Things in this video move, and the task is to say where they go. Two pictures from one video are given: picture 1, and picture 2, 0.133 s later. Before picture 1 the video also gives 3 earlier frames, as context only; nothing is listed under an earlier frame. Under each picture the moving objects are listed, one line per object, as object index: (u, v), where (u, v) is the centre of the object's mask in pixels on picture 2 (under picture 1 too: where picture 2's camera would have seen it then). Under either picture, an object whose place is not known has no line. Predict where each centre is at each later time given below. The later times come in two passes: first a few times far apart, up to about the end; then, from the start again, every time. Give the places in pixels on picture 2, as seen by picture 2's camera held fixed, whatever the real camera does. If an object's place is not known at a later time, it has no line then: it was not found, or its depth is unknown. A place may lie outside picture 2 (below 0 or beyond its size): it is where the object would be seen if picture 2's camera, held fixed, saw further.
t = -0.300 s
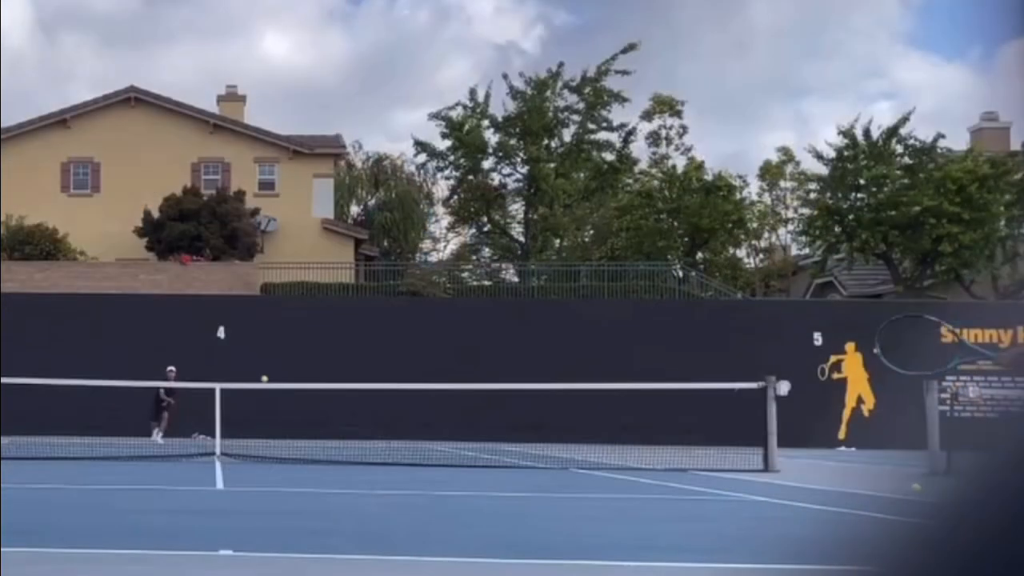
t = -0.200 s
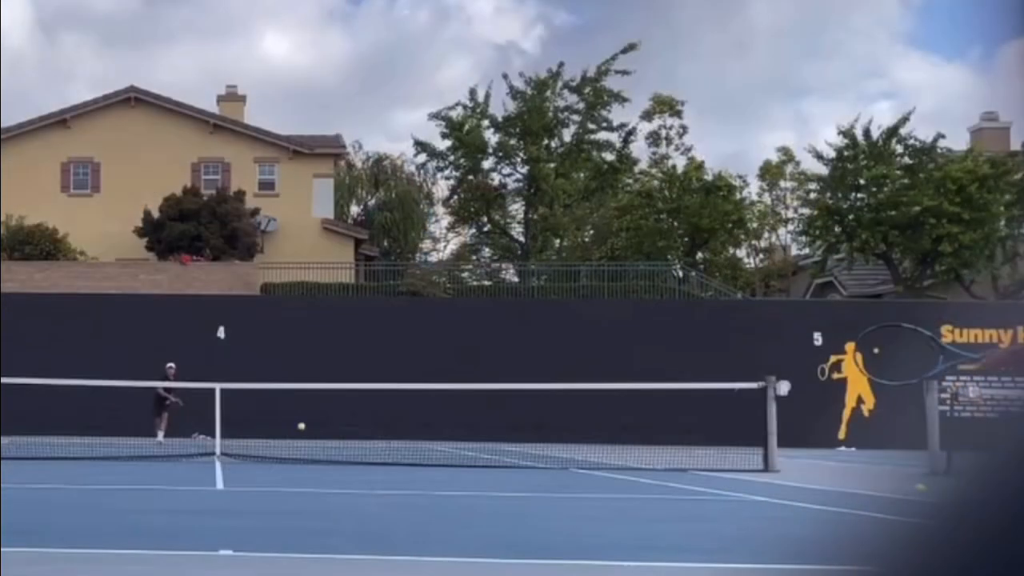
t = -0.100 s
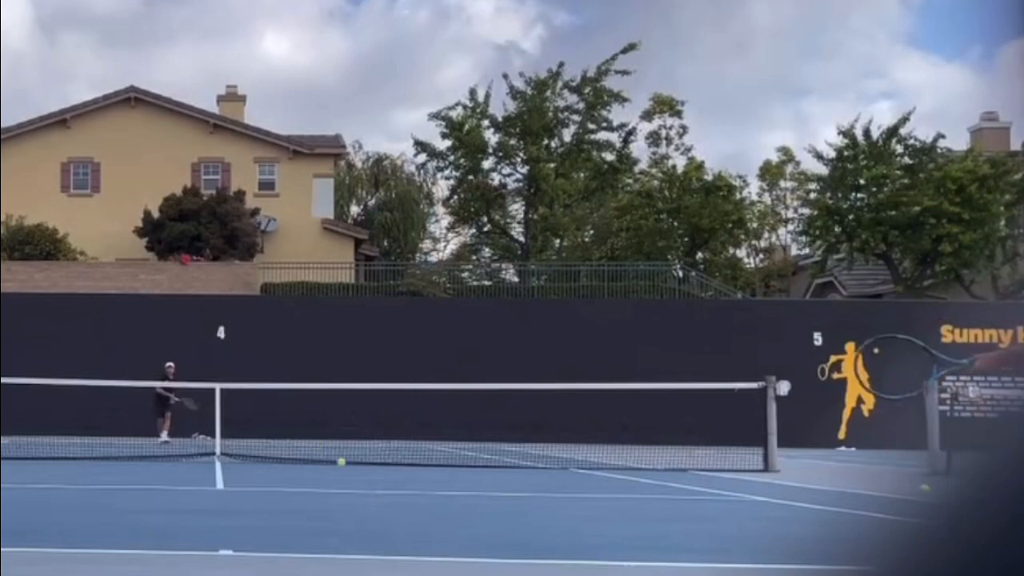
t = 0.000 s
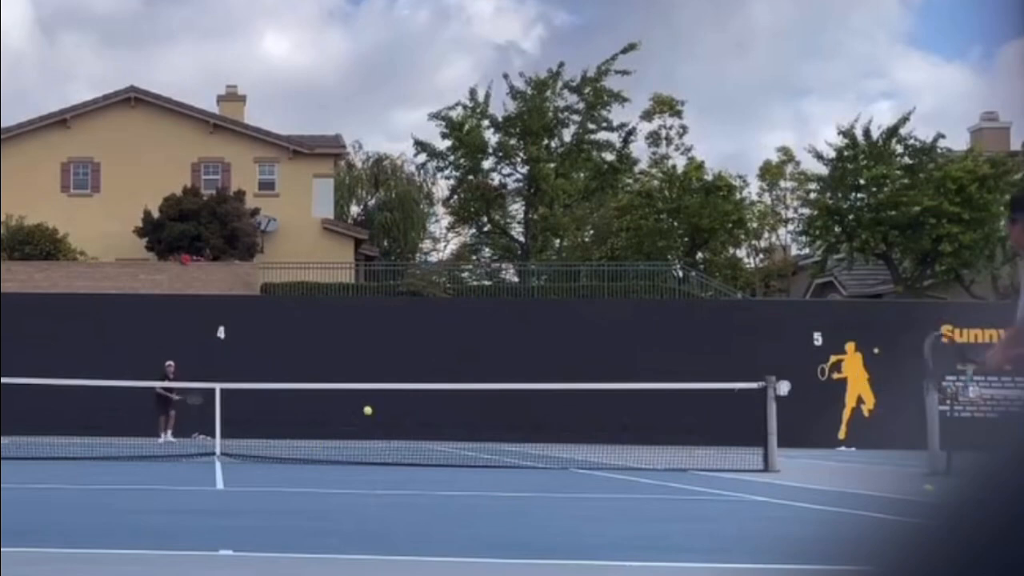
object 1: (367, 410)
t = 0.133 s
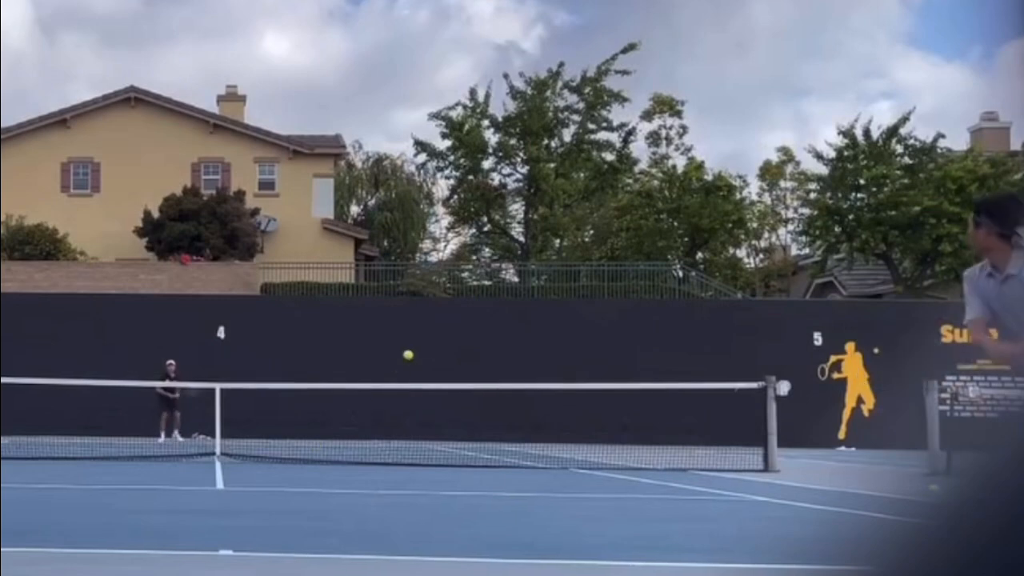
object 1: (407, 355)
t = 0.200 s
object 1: (431, 333)
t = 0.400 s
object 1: (517, 303)
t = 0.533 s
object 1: (591, 321)
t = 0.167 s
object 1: (419, 344)
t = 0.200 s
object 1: (431, 333)
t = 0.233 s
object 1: (444, 324)
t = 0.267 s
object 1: (457, 317)
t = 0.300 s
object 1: (471, 311)
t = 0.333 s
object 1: (485, 307)
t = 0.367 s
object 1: (500, 304)
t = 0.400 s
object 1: (517, 303)
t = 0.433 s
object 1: (534, 304)
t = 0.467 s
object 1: (552, 308)
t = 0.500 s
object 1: (571, 313)
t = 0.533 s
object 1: (591, 321)
